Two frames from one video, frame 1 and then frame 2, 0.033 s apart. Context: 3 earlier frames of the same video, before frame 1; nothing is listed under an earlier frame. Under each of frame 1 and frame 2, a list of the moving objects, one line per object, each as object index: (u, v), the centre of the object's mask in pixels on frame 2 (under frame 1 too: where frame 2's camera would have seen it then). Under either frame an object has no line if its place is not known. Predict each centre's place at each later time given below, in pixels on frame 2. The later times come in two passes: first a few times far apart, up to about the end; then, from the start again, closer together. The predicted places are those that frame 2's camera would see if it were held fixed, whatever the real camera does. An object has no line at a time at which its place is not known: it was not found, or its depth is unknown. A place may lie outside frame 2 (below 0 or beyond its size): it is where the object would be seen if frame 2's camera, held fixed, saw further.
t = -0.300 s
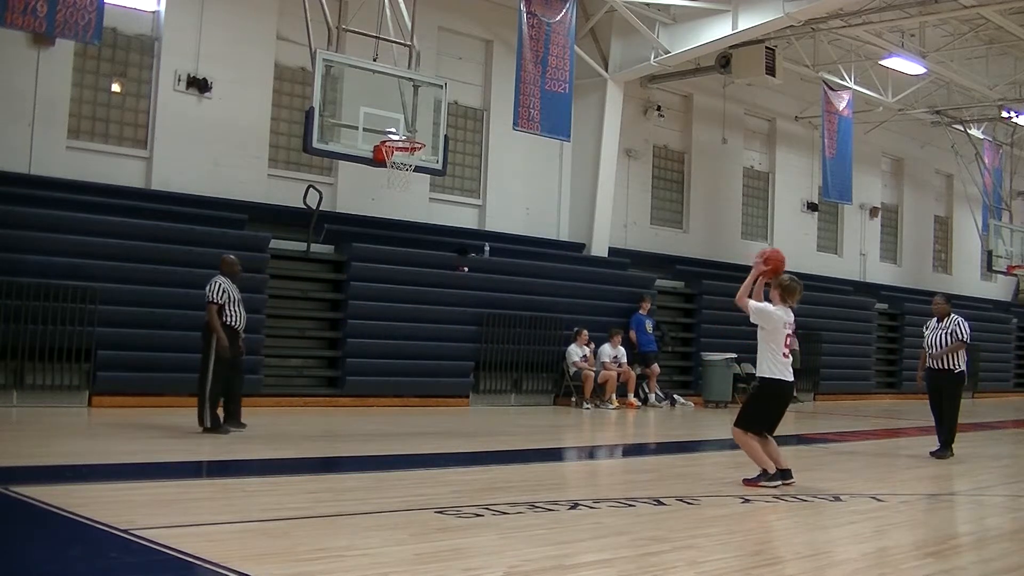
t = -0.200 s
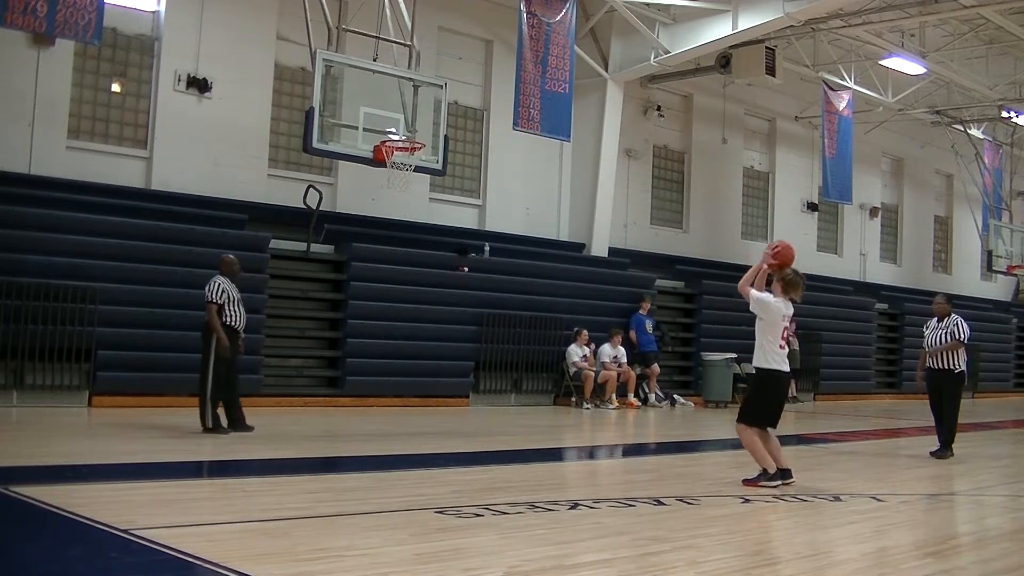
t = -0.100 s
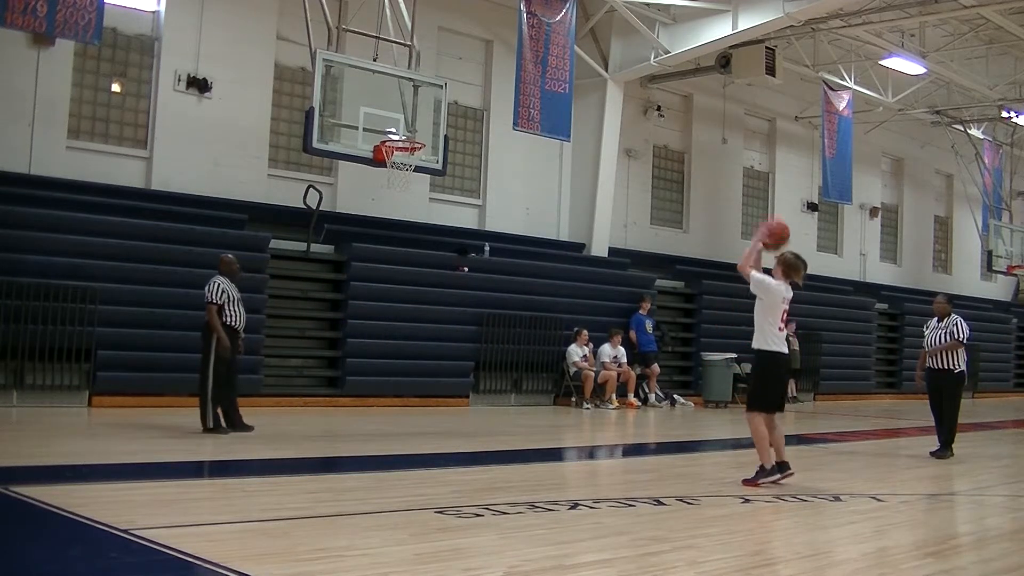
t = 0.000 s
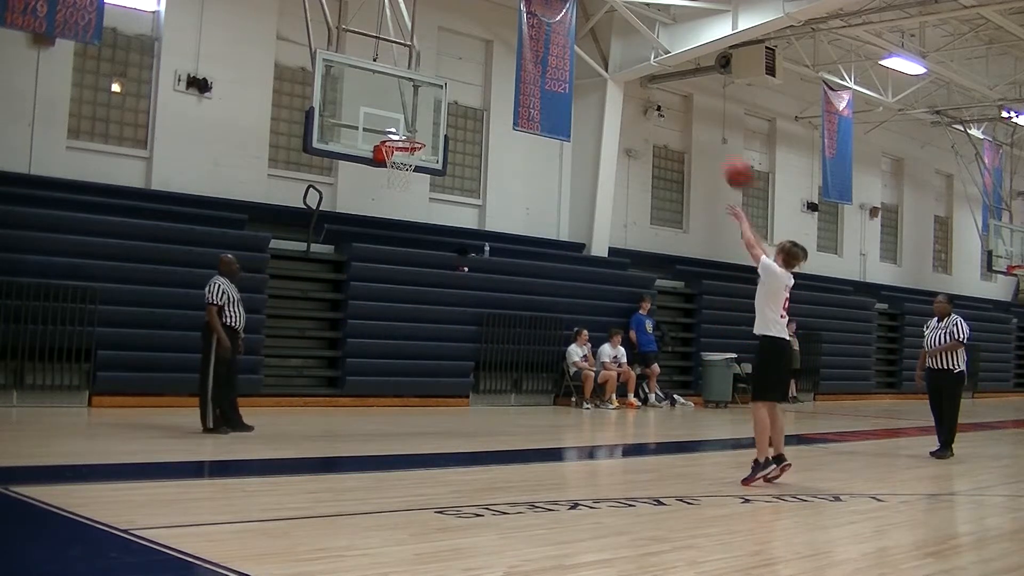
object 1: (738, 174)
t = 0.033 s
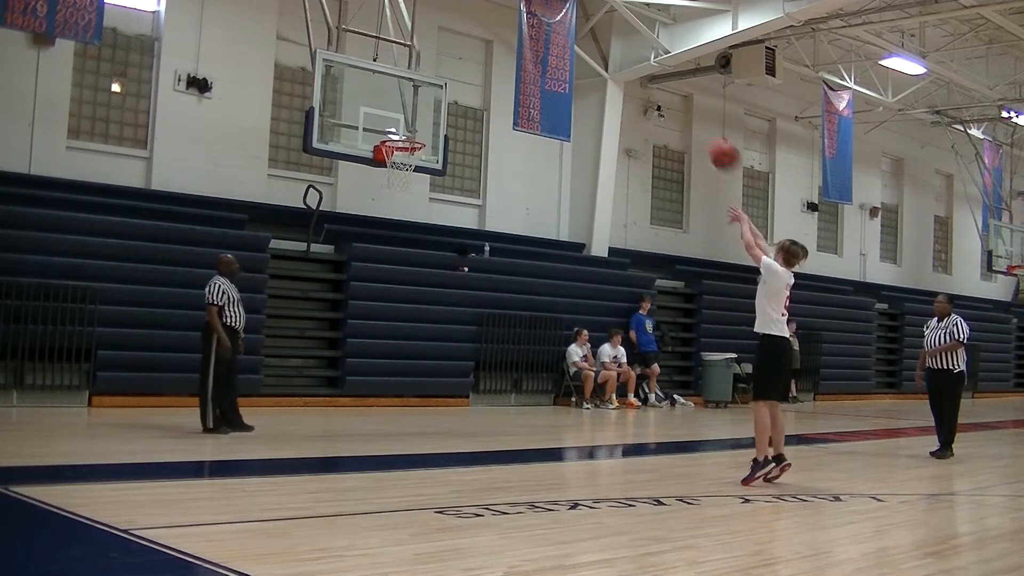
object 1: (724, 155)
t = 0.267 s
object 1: (630, 69)
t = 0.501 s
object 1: (548, 51)
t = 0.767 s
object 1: (464, 97)
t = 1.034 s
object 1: (479, 132)
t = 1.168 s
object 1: (531, 142)
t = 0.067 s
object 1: (710, 139)
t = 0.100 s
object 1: (695, 123)
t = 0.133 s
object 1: (680, 108)
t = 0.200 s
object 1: (654, 85)
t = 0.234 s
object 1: (642, 78)
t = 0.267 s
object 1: (630, 69)
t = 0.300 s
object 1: (617, 63)
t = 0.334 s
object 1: (605, 57)
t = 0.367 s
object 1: (593, 54)
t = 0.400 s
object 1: (582, 51)
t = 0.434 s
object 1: (571, 51)
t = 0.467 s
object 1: (559, 50)
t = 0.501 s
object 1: (548, 51)
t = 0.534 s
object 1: (536, 53)
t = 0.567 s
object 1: (526, 56)
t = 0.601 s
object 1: (516, 61)
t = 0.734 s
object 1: (474, 88)
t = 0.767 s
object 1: (464, 97)
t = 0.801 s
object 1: (454, 107)
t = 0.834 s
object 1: (444, 118)
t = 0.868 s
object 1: (435, 129)
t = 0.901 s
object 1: (429, 139)
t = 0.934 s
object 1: (442, 136)
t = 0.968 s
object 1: (454, 134)
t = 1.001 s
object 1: (466, 132)
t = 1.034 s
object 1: (479, 132)
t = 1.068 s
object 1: (492, 133)
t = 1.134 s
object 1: (518, 137)
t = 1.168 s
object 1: (531, 142)
